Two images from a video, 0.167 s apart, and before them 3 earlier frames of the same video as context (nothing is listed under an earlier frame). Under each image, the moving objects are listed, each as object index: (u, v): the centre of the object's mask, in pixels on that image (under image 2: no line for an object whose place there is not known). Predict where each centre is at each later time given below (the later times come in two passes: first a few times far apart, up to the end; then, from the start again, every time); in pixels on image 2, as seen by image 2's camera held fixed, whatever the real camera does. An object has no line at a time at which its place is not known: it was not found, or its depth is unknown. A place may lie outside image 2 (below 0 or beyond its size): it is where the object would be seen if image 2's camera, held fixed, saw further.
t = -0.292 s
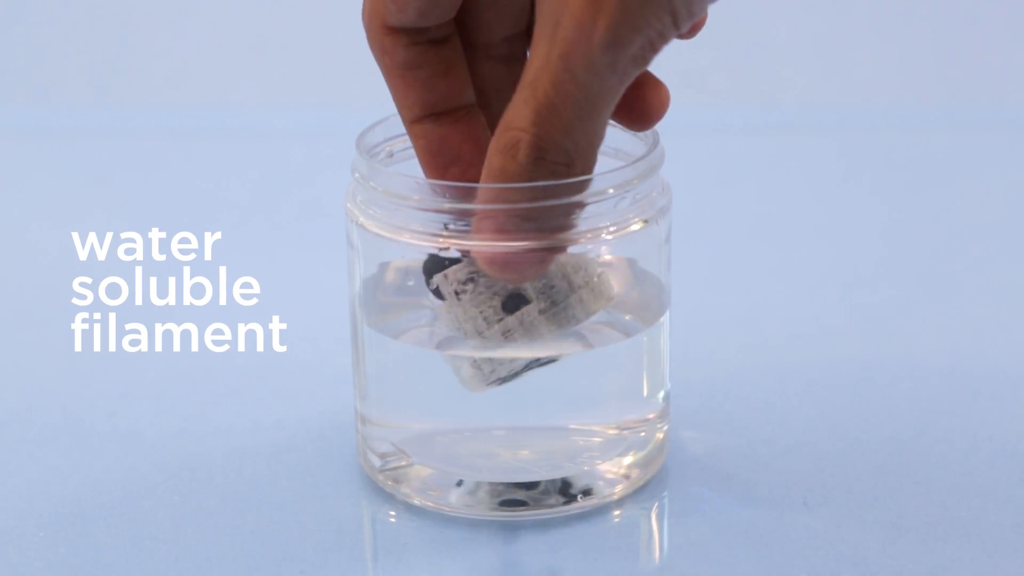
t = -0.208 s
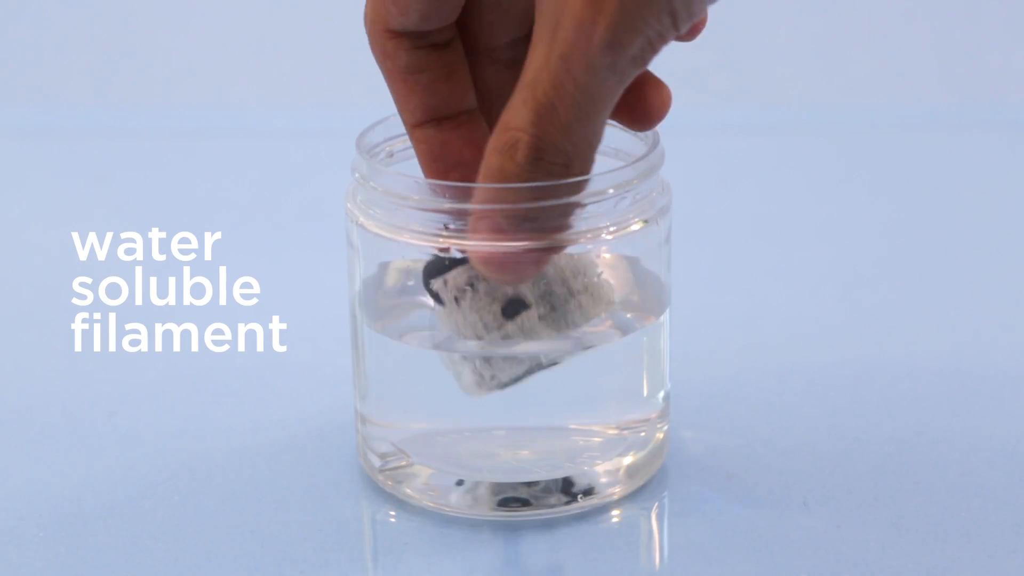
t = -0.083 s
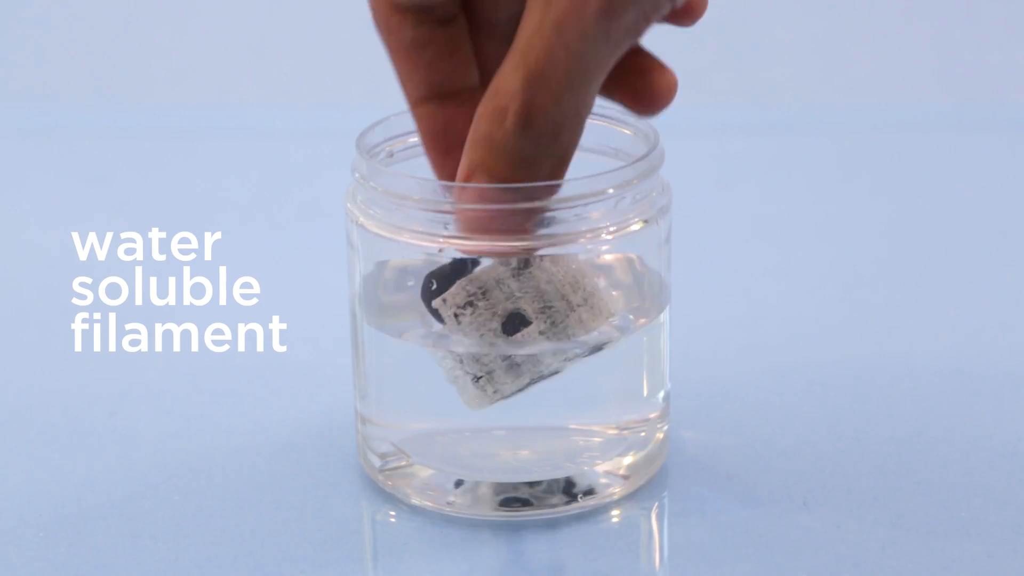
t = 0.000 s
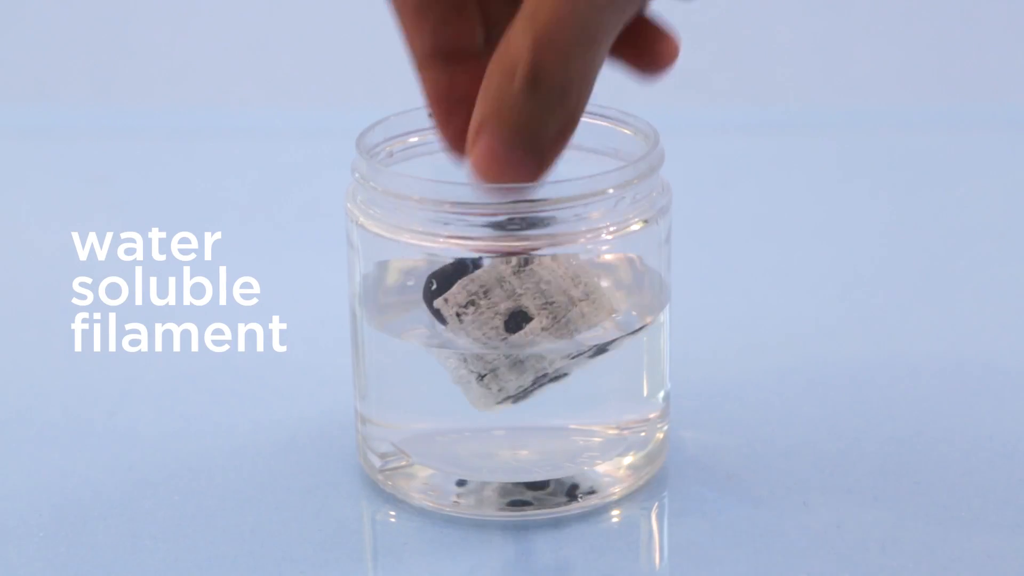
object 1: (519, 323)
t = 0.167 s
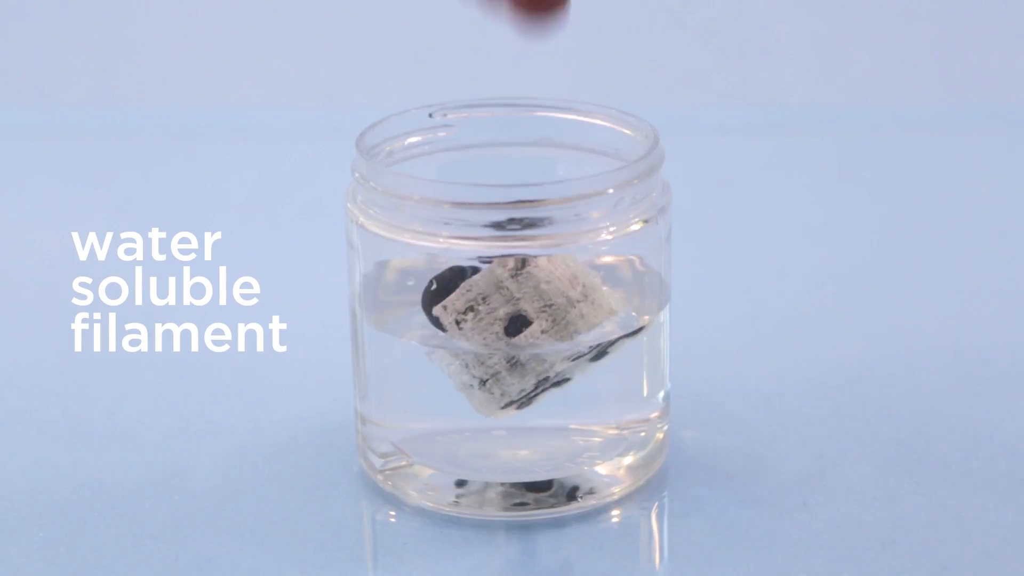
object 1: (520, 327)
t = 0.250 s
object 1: (522, 327)
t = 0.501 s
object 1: (525, 330)
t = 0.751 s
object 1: (525, 333)
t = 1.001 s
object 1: (523, 335)
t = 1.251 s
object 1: (522, 335)
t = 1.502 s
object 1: (519, 337)
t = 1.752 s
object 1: (518, 338)
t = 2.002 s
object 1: (517, 339)
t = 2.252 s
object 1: (517, 340)
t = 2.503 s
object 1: (517, 340)
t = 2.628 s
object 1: (517, 340)
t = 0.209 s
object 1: (520, 327)
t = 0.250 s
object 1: (522, 327)
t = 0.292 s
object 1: (524, 328)
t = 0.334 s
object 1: (524, 328)
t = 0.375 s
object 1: (522, 329)
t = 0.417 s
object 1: (522, 329)
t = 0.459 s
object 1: (524, 329)
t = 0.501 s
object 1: (525, 330)
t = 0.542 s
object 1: (525, 330)
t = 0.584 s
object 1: (524, 331)
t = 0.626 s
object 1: (524, 332)
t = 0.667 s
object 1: (524, 333)
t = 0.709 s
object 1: (525, 333)
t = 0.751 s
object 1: (525, 333)
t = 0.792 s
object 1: (524, 334)
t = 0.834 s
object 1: (524, 334)
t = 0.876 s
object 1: (524, 334)
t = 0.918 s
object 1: (524, 334)
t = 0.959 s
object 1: (524, 334)
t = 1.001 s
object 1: (523, 335)
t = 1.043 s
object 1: (522, 335)
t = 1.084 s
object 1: (522, 335)
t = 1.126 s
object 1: (522, 335)
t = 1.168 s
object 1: (522, 335)
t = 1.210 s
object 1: (522, 335)
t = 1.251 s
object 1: (522, 335)
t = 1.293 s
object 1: (520, 336)
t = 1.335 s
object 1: (520, 336)
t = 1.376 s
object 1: (520, 337)
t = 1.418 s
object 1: (520, 337)
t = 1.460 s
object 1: (520, 337)
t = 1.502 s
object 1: (519, 337)
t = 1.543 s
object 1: (519, 338)
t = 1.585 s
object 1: (519, 338)
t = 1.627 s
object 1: (519, 338)
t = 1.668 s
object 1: (519, 338)
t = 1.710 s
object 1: (519, 338)
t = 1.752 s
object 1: (518, 338)
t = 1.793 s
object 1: (518, 338)
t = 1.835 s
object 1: (518, 338)
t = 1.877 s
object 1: (518, 339)
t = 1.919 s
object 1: (518, 339)
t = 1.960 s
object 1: (518, 339)
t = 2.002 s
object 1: (517, 339)
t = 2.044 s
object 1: (517, 339)
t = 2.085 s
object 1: (517, 339)
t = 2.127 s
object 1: (517, 339)
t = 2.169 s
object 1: (517, 339)
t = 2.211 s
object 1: (517, 340)
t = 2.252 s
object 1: (517, 340)
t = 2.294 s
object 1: (517, 340)
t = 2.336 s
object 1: (517, 340)
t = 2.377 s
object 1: (517, 340)
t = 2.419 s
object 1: (517, 340)
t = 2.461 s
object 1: (517, 340)
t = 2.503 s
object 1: (517, 340)
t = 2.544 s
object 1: (517, 340)
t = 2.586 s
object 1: (517, 340)
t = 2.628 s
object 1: (517, 340)
